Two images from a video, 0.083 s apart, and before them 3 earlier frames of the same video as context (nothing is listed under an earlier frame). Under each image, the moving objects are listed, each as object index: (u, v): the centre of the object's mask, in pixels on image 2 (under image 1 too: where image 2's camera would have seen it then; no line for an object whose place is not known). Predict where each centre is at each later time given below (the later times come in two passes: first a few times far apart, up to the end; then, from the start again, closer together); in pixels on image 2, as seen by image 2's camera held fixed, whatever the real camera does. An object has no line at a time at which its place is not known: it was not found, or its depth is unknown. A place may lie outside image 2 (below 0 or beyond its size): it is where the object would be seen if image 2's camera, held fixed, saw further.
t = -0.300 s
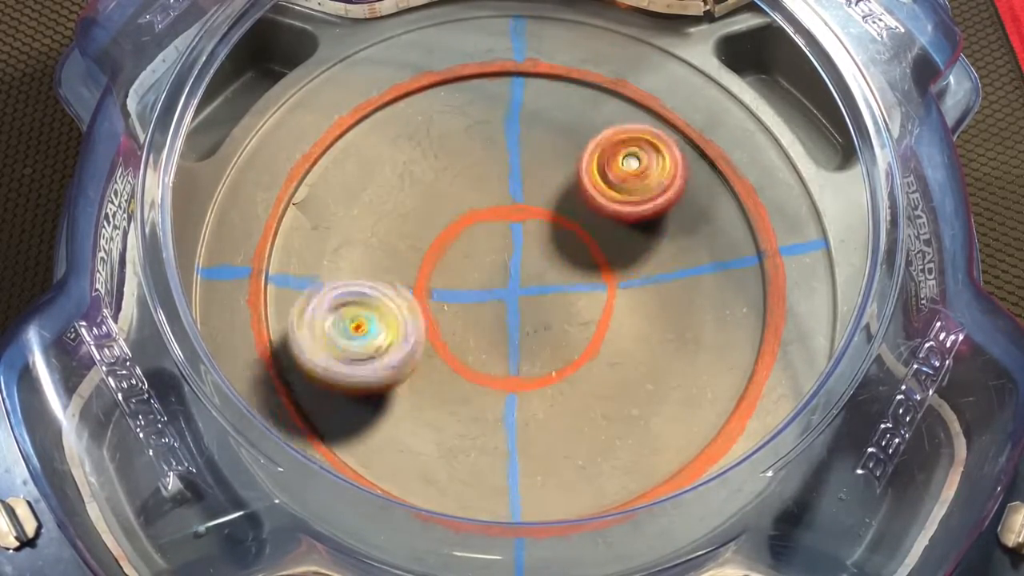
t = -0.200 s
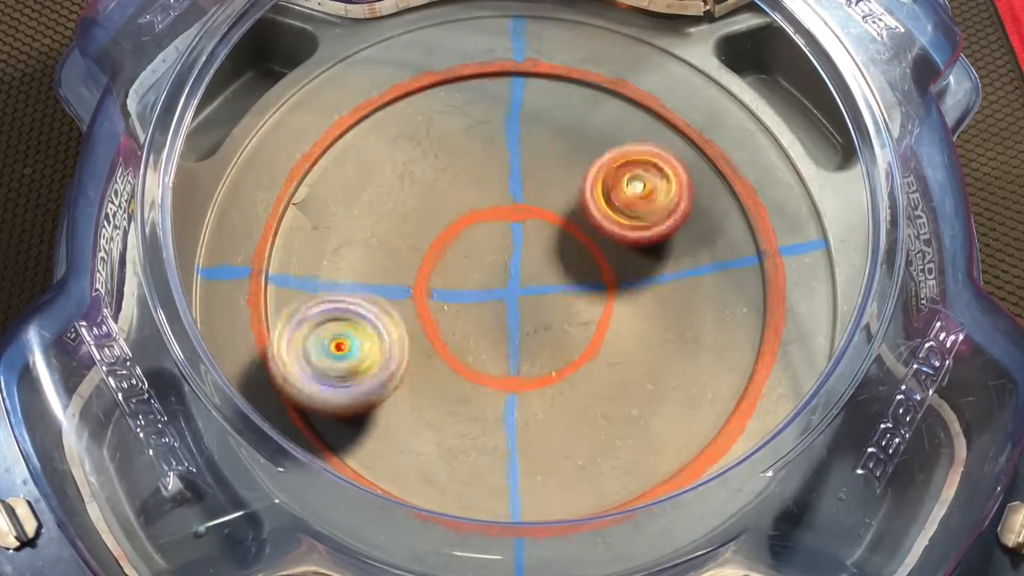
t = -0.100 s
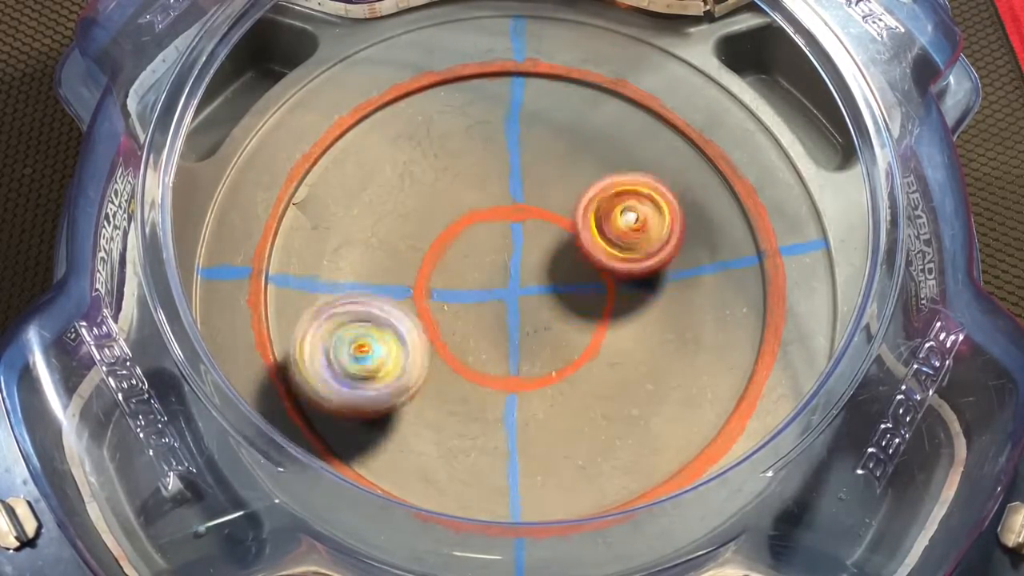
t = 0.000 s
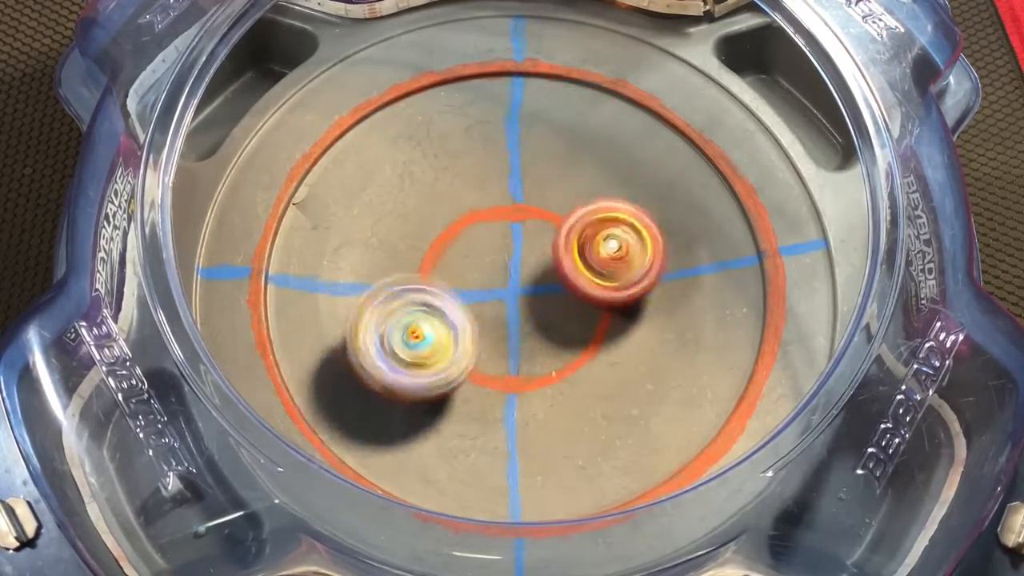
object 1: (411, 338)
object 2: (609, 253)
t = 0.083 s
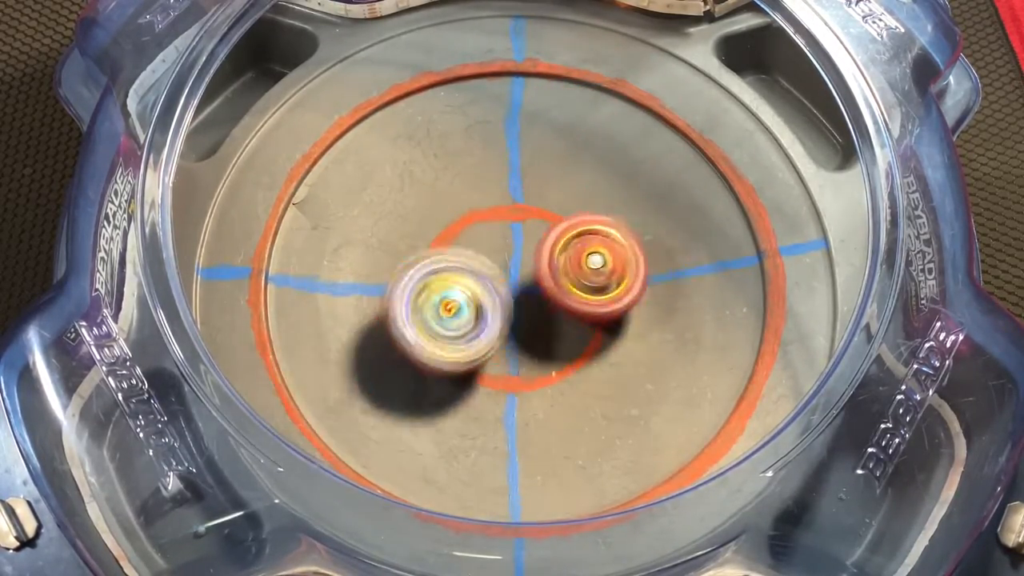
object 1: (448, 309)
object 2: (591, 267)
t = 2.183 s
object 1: (577, 243)
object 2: (400, 317)
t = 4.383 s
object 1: (515, 327)
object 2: (497, 203)
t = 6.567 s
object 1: (502, 338)
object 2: (529, 232)
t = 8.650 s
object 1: (512, 331)
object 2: (523, 228)
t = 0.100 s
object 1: (453, 302)
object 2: (588, 270)
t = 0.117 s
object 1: (460, 299)
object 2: (584, 273)
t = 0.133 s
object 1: (465, 292)
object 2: (581, 276)
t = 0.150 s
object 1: (465, 285)
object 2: (587, 276)
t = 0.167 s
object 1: (464, 279)
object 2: (602, 276)
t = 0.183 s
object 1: (466, 273)
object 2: (619, 278)
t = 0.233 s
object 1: (473, 250)
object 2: (653, 282)
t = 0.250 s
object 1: (472, 242)
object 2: (661, 283)
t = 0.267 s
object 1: (475, 236)
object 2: (666, 283)
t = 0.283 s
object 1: (478, 228)
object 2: (670, 284)
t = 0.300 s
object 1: (477, 220)
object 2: (675, 287)
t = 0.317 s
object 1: (480, 215)
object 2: (675, 287)
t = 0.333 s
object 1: (482, 206)
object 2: (677, 288)
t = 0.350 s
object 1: (481, 200)
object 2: (679, 290)
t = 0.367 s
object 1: (483, 193)
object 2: (678, 291)
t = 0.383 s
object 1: (484, 186)
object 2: (677, 292)
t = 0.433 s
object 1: (484, 166)
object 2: (671, 294)
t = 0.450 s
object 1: (482, 160)
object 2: (669, 294)
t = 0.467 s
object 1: (483, 155)
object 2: (666, 295)
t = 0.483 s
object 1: (480, 149)
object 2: (661, 295)
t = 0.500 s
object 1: (477, 146)
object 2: (658, 295)
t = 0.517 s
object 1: (476, 144)
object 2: (654, 295)
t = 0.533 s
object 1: (473, 142)
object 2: (649, 292)
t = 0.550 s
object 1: (473, 143)
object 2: (645, 292)
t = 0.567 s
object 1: (472, 143)
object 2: (642, 291)
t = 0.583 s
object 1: (471, 146)
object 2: (638, 288)
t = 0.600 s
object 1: (471, 147)
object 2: (633, 287)
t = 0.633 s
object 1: (471, 154)
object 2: (628, 282)
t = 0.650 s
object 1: (472, 160)
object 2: (622, 280)
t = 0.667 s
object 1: (473, 165)
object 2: (620, 278)
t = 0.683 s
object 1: (478, 169)
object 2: (617, 276)
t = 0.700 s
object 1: (481, 176)
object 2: (613, 272)
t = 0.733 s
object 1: (491, 187)
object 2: (604, 267)
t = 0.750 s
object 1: (493, 194)
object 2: (601, 263)
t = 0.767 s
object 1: (499, 197)
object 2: (598, 262)
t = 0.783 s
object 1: (497, 197)
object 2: (608, 269)
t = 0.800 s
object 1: (495, 198)
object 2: (617, 277)
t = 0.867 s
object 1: (502, 209)
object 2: (646, 308)
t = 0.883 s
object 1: (505, 212)
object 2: (649, 314)
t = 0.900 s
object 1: (509, 214)
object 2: (652, 319)
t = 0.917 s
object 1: (512, 218)
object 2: (653, 324)
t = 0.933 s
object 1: (517, 219)
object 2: (653, 326)
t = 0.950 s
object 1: (521, 223)
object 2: (652, 329)
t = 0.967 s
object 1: (530, 224)
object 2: (650, 333)
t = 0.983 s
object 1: (533, 227)
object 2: (648, 334)
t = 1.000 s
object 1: (540, 228)
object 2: (646, 338)
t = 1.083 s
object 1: (576, 229)
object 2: (633, 352)
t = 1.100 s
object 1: (580, 230)
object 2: (630, 353)
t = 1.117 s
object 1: (587, 230)
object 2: (627, 356)
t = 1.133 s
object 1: (591, 229)
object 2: (622, 358)
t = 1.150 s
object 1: (599, 230)
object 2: (620, 359)
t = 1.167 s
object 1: (602, 228)
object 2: (616, 360)
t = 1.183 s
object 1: (606, 229)
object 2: (612, 362)
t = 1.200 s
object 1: (610, 229)
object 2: (608, 364)
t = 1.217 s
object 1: (610, 229)
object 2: (604, 363)
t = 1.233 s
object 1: (615, 228)
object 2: (600, 364)
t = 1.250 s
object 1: (614, 227)
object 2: (596, 364)
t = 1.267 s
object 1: (617, 227)
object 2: (592, 365)
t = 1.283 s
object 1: (617, 227)
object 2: (587, 363)
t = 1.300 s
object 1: (617, 227)
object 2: (583, 364)
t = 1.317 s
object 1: (616, 227)
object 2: (578, 364)
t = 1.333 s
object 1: (615, 227)
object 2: (574, 362)
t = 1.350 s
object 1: (615, 227)
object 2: (569, 362)
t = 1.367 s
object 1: (612, 227)
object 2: (565, 361)
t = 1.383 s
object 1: (613, 228)
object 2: (561, 360)
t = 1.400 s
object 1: (610, 230)
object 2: (556, 358)
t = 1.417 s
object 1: (610, 231)
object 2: (551, 358)
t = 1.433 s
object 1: (608, 233)
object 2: (546, 357)
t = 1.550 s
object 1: (596, 251)
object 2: (514, 347)
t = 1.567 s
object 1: (596, 253)
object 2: (510, 346)
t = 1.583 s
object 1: (595, 259)
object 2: (506, 345)
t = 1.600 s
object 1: (592, 260)
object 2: (501, 343)
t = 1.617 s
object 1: (591, 261)
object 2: (495, 343)
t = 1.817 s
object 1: (570, 272)
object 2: (452, 324)
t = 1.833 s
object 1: (566, 274)
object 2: (449, 324)
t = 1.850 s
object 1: (564, 274)
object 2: (444, 322)
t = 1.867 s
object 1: (567, 270)
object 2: (435, 324)
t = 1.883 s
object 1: (571, 270)
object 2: (423, 325)
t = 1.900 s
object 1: (571, 268)
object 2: (415, 327)
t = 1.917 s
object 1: (574, 266)
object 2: (410, 327)
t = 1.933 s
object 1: (574, 267)
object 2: (406, 327)
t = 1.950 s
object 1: (574, 265)
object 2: (402, 326)
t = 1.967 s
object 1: (575, 263)
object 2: (399, 325)
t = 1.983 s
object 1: (576, 263)
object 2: (395, 325)
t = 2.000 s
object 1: (578, 259)
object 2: (394, 325)
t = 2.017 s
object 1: (578, 259)
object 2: (392, 324)
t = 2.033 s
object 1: (578, 257)
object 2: (391, 323)
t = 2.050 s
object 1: (580, 257)
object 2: (391, 323)
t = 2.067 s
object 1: (580, 255)
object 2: (391, 322)
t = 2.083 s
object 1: (580, 253)
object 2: (390, 321)
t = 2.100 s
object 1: (580, 252)
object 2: (392, 320)
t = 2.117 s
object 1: (579, 250)
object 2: (393, 321)
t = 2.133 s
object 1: (580, 247)
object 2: (394, 318)
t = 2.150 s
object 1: (578, 246)
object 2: (395, 318)
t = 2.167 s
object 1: (579, 243)
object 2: (397, 317)
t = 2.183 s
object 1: (577, 243)
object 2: (400, 317)
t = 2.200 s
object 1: (576, 240)
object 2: (403, 316)
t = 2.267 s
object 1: (569, 232)
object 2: (417, 311)
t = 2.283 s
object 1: (564, 229)
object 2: (421, 310)
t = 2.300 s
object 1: (563, 227)
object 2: (426, 308)
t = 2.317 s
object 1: (558, 225)
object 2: (430, 307)
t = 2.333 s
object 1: (553, 224)
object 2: (435, 305)
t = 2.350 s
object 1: (547, 221)
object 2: (440, 303)
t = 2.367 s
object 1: (542, 221)
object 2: (445, 300)
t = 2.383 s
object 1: (535, 220)
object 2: (449, 299)
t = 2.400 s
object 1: (540, 215)
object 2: (447, 301)
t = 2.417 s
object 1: (540, 209)
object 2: (436, 308)
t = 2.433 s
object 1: (543, 204)
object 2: (429, 315)
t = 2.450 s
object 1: (542, 202)
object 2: (422, 320)
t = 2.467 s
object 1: (542, 196)
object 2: (418, 325)
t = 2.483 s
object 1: (541, 193)
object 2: (412, 328)
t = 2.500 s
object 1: (539, 189)
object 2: (410, 331)
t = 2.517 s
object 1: (537, 186)
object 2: (410, 332)
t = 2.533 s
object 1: (535, 184)
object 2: (412, 331)
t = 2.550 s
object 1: (537, 183)
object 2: (413, 330)
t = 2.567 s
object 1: (534, 182)
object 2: (413, 330)
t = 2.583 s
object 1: (533, 181)
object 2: (414, 329)
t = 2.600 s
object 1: (530, 182)
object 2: (416, 328)
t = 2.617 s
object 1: (530, 180)
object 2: (416, 326)
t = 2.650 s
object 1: (527, 184)
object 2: (419, 323)
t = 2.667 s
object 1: (525, 185)
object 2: (422, 323)
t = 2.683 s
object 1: (523, 186)
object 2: (424, 320)
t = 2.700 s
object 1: (521, 190)
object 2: (427, 319)
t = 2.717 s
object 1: (519, 194)
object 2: (429, 316)
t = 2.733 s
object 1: (518, 196)
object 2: (431, 316)
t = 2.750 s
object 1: (516, 198)
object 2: (435, 313)
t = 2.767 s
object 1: (515, 202)
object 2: (438, 312)
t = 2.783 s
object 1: (515, 206)
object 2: (442, 309)
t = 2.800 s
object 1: (514, 215)
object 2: (444, 307)
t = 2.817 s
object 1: (516, 214)
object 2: (445, 308)
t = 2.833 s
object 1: (527, 213)
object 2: (436, 315)
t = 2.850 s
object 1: (533, 210)
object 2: (428, 327)
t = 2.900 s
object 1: (544, 212)
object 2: (414, 345)
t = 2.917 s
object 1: (544, 213)
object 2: (410, 349)
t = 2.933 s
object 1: (544, 211)
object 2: (410, 352)
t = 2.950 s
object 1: (547, 209)
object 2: (411, 352)
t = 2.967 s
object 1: (551, 209)
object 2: (413, 352)
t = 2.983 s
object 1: (554, 207)
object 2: (415, 349)
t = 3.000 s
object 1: (562, 208)
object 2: (418, 348)
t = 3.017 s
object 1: (568, 212)
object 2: (419, 346)
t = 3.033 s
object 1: (571, 215)
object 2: (422, 345)
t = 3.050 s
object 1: (574, 218)
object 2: (426, 343)
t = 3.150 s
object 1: (584, 227)
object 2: (440, 330)
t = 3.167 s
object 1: (586, 231)
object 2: (444, 327)
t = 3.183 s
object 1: (588, 235)
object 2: (446, 324)
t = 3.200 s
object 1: (590, 241)
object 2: (450, 322)
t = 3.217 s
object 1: (589, 245)
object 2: (453, 317)
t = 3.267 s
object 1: (588, 253)
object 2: (460, 307)
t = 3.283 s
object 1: (589, 255)
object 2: (463, 304)
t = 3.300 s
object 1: (588, 258)
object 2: (464, 299)
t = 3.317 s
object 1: (589, 261)
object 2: (466, 297)
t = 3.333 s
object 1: (590, 264)
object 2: (469, 293)
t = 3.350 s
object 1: (593, 268)
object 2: (461, 291)
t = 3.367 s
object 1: (598, 273)
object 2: (457, 288)
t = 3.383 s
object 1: (600, 278)
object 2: (453, 285)
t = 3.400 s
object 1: (599, 283)
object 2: (451, 284)
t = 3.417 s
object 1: (599, 285)
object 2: (449, 281)
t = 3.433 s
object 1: (598, 286)
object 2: (449, 278)
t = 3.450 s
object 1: (599, 286)
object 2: (450, 276)
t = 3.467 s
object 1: (602, 287)
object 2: (450, 271)
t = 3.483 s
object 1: (603, 290)
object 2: (449, 269)
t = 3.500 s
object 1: (602, 295)
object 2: (448, 265)
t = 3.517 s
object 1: (601, 300)
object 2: (447, 263)
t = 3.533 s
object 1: (600, 306)
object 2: (446, 261)
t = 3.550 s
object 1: (597, 310)
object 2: (445, 259)
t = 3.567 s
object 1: (595, 313)
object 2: (445, 257)
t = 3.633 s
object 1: (592, 321)
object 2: (442, 250)
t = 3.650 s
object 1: (588, 325)
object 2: (441, 248)
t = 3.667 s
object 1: (584, 329)
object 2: (440, 246)
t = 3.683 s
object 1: (579, 333)
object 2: (440, 245)
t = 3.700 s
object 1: (574, 334)
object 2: (438, 245)
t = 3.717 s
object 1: (572, 334)
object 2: (438, 245)
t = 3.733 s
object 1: (569, 334)
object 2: (439, 244)
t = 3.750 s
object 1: (569, 334)
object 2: (439, 244)
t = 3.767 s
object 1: (567, 336)
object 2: (438, 244)
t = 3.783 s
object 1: (564, 338)
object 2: (438, 245)
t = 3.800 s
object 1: (560, 339)
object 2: (439, 246)
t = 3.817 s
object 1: (555, 340)
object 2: (441, 246)
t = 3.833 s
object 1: (548, 341)
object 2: (443, 246)
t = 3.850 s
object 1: (541, 341)
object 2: (445, 245)
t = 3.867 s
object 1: (536, 340)
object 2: (446, 246)
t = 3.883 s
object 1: (530, 339)
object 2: (449, 246)
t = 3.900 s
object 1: (530, 336)
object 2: (451, 246)
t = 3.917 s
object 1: (529, 336)
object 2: (454, 248)
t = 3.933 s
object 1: (527, 337)
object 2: (456, 247)
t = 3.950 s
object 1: (532, 341)
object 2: (454, 242)
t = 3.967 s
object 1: (531, 348)
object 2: (452, 239)
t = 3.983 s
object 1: (528, 350)
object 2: (454, 236)
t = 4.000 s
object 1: (525, 350)
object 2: (453, 234)
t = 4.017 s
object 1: (524, 348)
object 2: (453, 234)
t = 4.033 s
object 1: (525, 347)
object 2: (454, 234)
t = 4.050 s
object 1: (530, 346)
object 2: (454, 234)
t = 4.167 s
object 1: (530, 348)
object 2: (473, 231)
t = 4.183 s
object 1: (528, 348)
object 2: (476, 229)
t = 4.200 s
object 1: (524, 345)
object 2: (478, 227)
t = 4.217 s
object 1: (523, 342)
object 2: (480, 226)
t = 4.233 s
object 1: (522, 339)
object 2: (483, 224)
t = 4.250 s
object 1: (524, 336)
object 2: (483, 223)
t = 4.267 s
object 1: (525, 336)
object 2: (484, 224)
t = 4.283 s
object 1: (524, 335)
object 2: (486, 223)
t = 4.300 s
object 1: (521, 332)
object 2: (488, 222)
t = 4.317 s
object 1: (519, 329)
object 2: (491, 222)
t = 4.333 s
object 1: (516, 325)
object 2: (493, 220)
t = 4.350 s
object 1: (516, 324)
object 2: (494, 215)
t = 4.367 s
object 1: (517, 325)
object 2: (495, 209)
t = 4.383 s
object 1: (515, 327)
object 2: (497, 203)
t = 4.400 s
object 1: (514, 326)
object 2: (497, 199)
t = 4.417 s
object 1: (516, 328)
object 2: (495, 197)
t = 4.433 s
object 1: (514, 329)
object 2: (495, 197)
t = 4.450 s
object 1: (514, 327)
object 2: (495, 196)
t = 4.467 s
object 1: (515, 328)
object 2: (495, 195)
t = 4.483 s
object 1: (514, 329)
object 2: (496, 197)
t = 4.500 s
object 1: (512, 329)
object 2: (498, 196)
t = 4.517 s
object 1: (513, 327)
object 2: (499, 195)
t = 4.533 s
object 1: (513, 328)
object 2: (501, 195)
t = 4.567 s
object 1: (512, 327)
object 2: (502, 195)
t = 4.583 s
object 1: (511, 326)
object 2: (503, 195)
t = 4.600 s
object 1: (509, 326)
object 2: (504, 195)
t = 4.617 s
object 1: (507, 324)
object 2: (504, 195)
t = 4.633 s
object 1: (508, 323)
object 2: (504, 195)
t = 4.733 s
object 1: (501, 317)
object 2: (512, 206)
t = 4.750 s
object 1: (499, 316)
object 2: (516, 208)
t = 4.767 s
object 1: (496, 315)
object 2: (518, 211)
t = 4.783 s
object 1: (495, 312)
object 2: (520, 211)
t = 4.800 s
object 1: (495, 312)
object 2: (523, 209)
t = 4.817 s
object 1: (491, 311)
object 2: (528, 208)
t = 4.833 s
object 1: (488, 311)
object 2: (531, 207)
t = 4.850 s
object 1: (485, 310)
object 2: (534, 207)
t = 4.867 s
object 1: (483, 310)
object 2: (538, 208)
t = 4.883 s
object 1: (481, 310)
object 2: (541, 206)
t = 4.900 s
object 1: (479, 309)
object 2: (543, 206)
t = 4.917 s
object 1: (478, 310)
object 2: (544, 207)
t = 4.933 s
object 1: (477, 310)
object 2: (547, 208)
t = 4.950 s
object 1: (475, 308)
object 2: (548, 206)
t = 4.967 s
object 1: (476, 307)
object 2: (549, 206)
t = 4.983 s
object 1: (476, 307)
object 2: (548, 207)
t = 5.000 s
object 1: (475, 306)
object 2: (550, 207)
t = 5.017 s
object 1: (474, 305)
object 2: (552, 206)
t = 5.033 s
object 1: (475, 303)
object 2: (552, 206)
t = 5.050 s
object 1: (477, 303)
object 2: (551, 208)
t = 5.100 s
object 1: (477, 298)
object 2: (554, 211)
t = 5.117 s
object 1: (478, 296)
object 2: (556, 214)
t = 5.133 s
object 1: (479, 296)
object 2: (556, 215)
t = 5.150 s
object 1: (481, 294)
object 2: (559, 216)
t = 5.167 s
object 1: (482, 294)
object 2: (561, 218)
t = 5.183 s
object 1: (481, 293)
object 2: (564, 218)
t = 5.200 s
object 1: (478, 296)
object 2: (567, 217)
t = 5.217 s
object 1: (475, 295)
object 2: (571, 214)
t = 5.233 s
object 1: (474, 294)
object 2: (574, 213)
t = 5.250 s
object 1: (474, 292)
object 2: (575, 211)
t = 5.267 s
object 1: (476, 290)
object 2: (576, 210)
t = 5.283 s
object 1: (481, 290)
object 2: (574, 209)
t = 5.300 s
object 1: (482, 293)
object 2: (573, 208)
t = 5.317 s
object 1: (482, 295)
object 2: (571, 210)
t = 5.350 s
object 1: (478, 296)
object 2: (569, 211)
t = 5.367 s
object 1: (477, 296)
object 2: (567, 211)
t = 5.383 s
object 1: (477, 295)
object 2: (564, 214)
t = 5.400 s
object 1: (480, 292)
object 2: (563, 216)
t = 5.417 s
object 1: (483, 293)
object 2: (562, 218)
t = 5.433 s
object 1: (485, 293)
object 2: (561, 221)
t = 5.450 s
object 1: (486, 295)
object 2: (559, 223)
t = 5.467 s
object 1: (484, 298)
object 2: (559, 224)
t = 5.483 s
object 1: (481, 299)
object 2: (560, 227)
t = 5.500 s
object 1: (478, 300)
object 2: (558, 227)
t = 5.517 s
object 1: (477, 299)
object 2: (557, 229)
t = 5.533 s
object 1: (473, 299)
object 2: (558, 228)
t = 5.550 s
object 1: (470, 300)
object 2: (559, 226)
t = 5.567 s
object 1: (469, 299)
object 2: (560, 227)
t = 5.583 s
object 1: (470, 299)
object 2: (562, 228)
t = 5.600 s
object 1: (471, 301)
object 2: (565, 226)
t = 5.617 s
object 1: (472, 303)
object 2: (565, 223)
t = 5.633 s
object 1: (472, 305)
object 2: (566, 222)
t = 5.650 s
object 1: (472, 308)
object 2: (565, 221)
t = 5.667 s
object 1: (472, 310)
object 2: (565, 221)
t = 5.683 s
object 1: (471, 313)
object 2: (565, 221)
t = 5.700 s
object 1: (469, 314)
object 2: (565, 222)
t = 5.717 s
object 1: (468, 315)
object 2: (565, 221)
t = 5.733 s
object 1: (468, 315)
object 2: (564, 221)
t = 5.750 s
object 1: (470, 315)
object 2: (564, 220)
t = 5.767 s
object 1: (472, 317)
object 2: (562, 220)
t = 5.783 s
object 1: (473, 318)
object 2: (561, 221)
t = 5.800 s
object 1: (473, 320)
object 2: (558, 222)
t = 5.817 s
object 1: (474, 319)
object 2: (556, 222)
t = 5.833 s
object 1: (476, 320)
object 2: (555, 224)
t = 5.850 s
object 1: (477, 320)
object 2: (553, 226)
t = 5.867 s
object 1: (479, 319)
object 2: (551, 229)
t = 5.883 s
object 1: (482, 317)
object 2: (550, 229)
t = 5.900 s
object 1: (487, 317)
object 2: (549, 229)
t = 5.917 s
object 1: (489, 319)
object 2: (548, 231)
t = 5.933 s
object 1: (490, 319)
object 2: (547, 233)
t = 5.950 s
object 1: (490, 320)
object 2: (546, 233)
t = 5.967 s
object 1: (492, 320)
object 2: (545, 231)
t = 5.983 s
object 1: (494, 321)
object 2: (544, 231)
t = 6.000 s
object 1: (493, 322)
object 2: (544, 230)
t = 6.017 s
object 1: (493, 323)
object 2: (543, 231)
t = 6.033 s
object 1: (491, 324)
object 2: (545, 230)
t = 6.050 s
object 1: (490, 324)
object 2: (546, 229)
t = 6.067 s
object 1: (489, 325)
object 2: (546, 229)
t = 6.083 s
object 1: (488, 323)
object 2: (546, 230)
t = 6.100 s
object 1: (490, 320)
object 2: (546, 230)
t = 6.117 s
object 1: (490, 319)
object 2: (546, 229)
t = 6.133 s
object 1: (489, 319)
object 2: (546, 228)
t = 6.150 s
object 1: (486, 321)
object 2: (549, 228)
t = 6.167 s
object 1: (484, 324)
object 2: (550, 226)
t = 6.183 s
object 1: (483, 326)
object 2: (553, 224)
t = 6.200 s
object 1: (482, 327)
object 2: (553, 222)
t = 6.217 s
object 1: (483, 329)
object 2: (554, 220)
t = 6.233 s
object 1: (482, 329)
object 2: (554, 218)
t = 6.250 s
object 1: (481, 331)
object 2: (554, 217)
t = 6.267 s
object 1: (481, 332)
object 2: (554, 216)
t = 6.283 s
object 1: (481, 331)
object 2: (554, 216)
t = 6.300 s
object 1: (481, 328)
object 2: (554, 216)
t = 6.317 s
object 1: (482, 328)
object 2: (554, 216)
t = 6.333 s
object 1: (483, 325)
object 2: (554, 217)
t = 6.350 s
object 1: (485, 325)
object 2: (554, 219)
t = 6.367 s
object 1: (487, 328)
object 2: (553, 220)
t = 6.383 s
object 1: (488, 326)
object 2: (553, 222)
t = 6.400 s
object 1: (492, 325)
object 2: (552, 224)
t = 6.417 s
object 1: (495, 326)
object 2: (551, 226)
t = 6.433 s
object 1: (498, 328)
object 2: (550, 229)
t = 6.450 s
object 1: (499, 330)
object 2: (548, 231)
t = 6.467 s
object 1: (501, 333)
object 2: (545, 232)
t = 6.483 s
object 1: (502, 334)
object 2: (543, 232)
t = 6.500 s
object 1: (503, 336)
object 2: (541, 233)
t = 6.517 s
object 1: (502, 337)
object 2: (539, 233)
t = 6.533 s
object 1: (501, 337)
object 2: (536, 234)
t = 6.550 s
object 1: (501, 338)
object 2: (532, 232)
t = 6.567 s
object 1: (502, 338)
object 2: (529, 232)
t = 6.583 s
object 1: (503, 338)
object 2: (526, 230)
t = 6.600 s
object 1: (504, 337)
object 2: (523, 229)
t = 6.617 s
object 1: (504, 337)
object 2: (521, 228)
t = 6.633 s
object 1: (505, 336)
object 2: (520, 227)
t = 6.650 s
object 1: (506, 336)
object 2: (519, 227)
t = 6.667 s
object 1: (507, 335)
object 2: (519, 227)
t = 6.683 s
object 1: (508, 334)
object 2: (520, 226)
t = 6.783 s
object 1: (517, 326)
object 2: (526, 226)
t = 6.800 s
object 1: (517, 326)
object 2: (529, 226)
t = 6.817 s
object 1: (518, 326)
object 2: (530, 227)
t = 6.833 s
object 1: (517, 325)
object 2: (532, 227)
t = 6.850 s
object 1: (517, 325)
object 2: (534, 228)
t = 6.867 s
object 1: (516, 326)
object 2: (536, 229)
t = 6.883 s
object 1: (516, 326)
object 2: (538, 229)
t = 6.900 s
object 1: (515, 327)
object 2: (539, 228)
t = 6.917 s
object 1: (515, 327)
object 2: (539, 229)
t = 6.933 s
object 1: (515, 328)
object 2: (539, 229)
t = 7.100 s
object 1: (512, 331)
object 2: (527, 228)
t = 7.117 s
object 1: (512, 330)
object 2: (526, 228)
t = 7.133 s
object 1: (512, 331)
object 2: (524, 228)
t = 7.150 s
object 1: (512, 331)
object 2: (523, 227)
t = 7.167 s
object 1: (512, 331)
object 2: (522, 227)
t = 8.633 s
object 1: (512, 331)
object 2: (523, 228)
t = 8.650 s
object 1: (512, 331)
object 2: (523, 228)
